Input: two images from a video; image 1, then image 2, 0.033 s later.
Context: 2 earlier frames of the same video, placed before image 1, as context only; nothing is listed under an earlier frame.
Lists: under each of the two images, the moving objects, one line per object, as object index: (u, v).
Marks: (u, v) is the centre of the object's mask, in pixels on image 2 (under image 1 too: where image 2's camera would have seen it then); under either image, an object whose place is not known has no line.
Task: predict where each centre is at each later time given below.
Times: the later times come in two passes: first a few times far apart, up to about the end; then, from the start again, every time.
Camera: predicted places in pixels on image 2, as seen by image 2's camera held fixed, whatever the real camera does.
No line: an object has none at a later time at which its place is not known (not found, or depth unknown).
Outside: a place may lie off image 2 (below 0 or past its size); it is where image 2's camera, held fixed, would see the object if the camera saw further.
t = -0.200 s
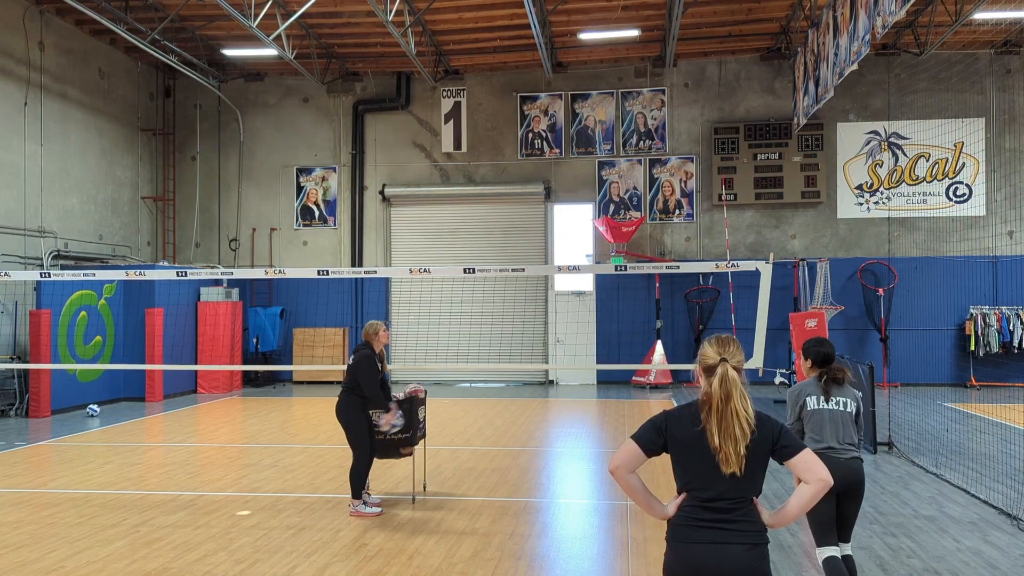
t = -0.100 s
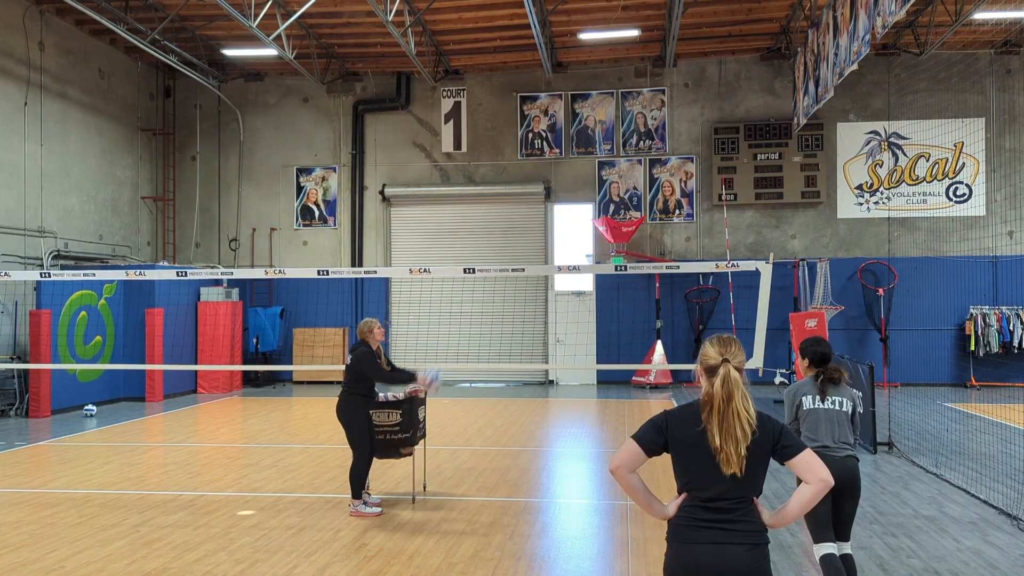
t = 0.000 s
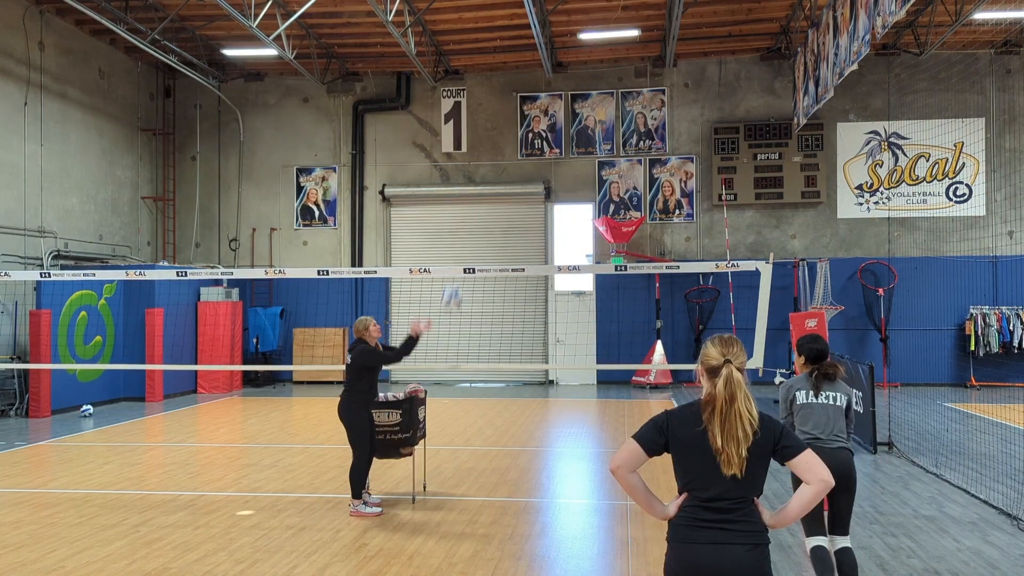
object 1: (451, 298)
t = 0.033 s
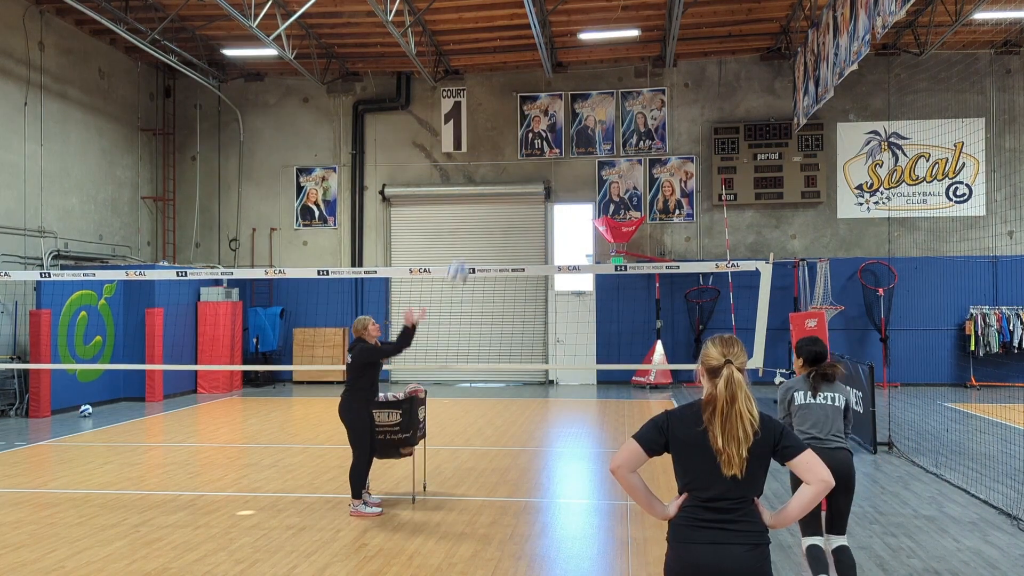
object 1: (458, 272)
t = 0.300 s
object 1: (506, 119)
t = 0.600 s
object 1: (562, 41)
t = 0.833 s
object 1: (605, 48)
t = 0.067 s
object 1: (464, 249)
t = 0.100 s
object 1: (470, 227)
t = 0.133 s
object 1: (476, 205)
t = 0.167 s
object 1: (482, 185)
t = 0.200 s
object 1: (488, 167)
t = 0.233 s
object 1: (494, 149)
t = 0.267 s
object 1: (500, 134)
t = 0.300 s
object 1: (506, 119)
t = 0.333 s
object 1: (512, 106)
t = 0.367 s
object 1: (518, 93)
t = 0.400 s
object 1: (525, 82)
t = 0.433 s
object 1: (531, 73)
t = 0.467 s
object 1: (537, 64)
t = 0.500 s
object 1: (544, 56)
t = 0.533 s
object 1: (550, 50)
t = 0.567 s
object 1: (556, 45)
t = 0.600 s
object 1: (562, 41)
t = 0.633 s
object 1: (568, 38)
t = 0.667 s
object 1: (574, 37)
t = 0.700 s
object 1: (580, 36)
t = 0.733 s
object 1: (587, 37)
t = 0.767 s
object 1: (593, 39)
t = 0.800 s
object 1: (600, 43)
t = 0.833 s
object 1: (605, 48)
